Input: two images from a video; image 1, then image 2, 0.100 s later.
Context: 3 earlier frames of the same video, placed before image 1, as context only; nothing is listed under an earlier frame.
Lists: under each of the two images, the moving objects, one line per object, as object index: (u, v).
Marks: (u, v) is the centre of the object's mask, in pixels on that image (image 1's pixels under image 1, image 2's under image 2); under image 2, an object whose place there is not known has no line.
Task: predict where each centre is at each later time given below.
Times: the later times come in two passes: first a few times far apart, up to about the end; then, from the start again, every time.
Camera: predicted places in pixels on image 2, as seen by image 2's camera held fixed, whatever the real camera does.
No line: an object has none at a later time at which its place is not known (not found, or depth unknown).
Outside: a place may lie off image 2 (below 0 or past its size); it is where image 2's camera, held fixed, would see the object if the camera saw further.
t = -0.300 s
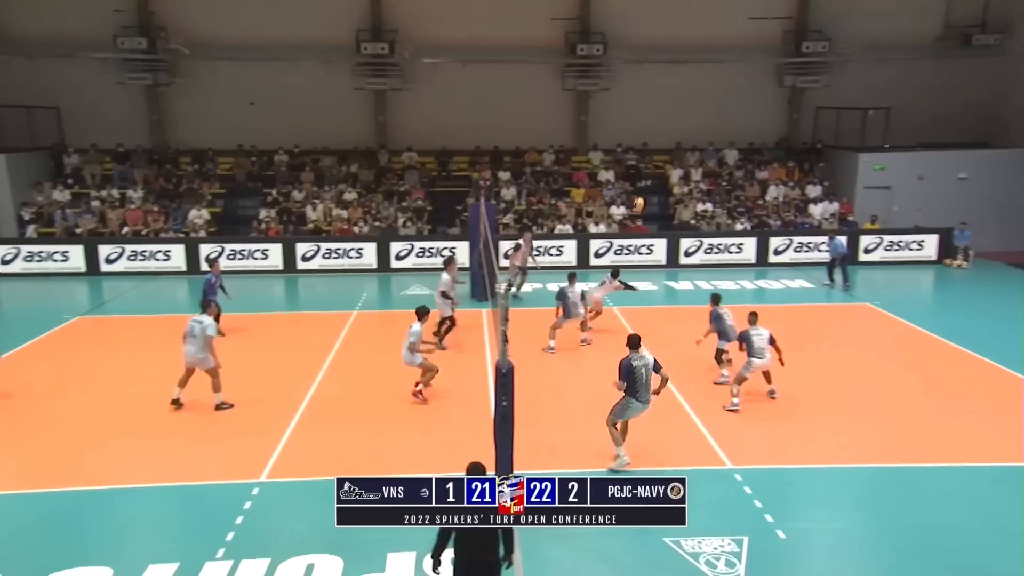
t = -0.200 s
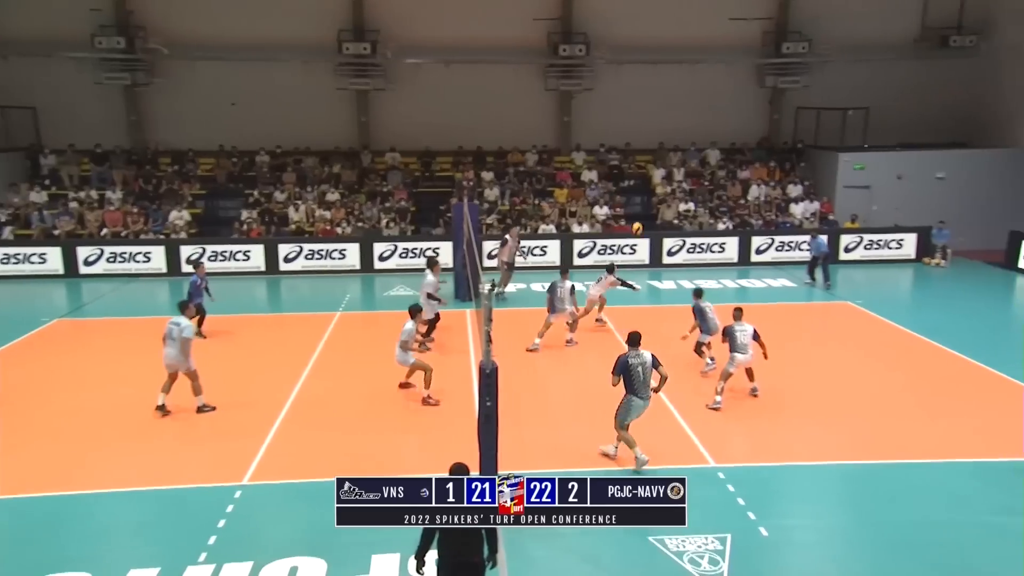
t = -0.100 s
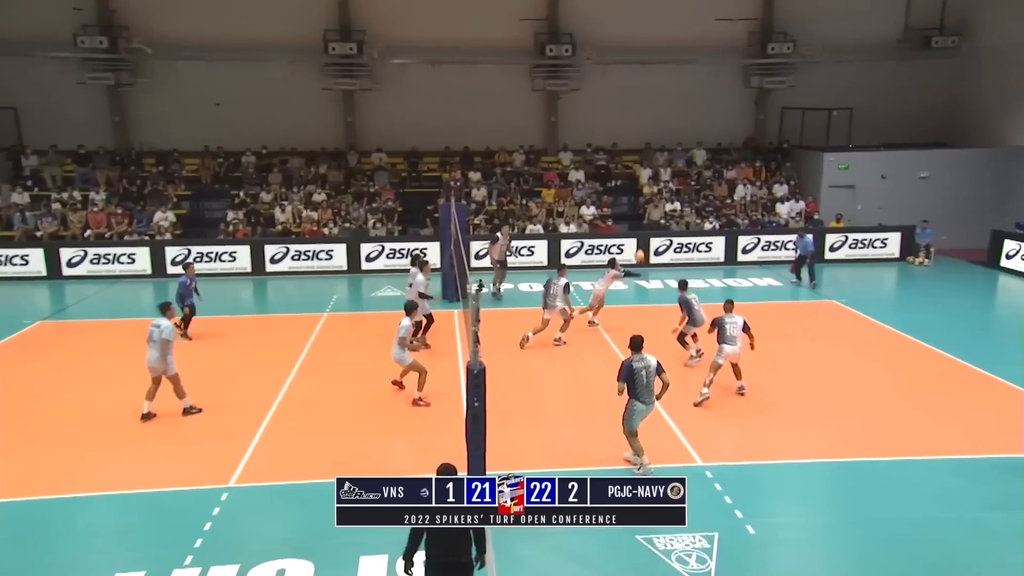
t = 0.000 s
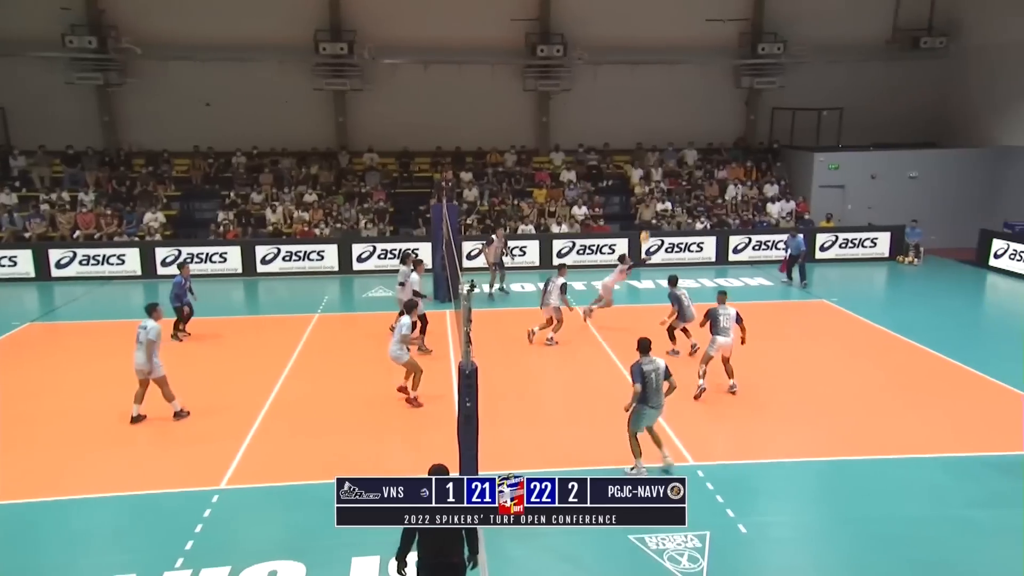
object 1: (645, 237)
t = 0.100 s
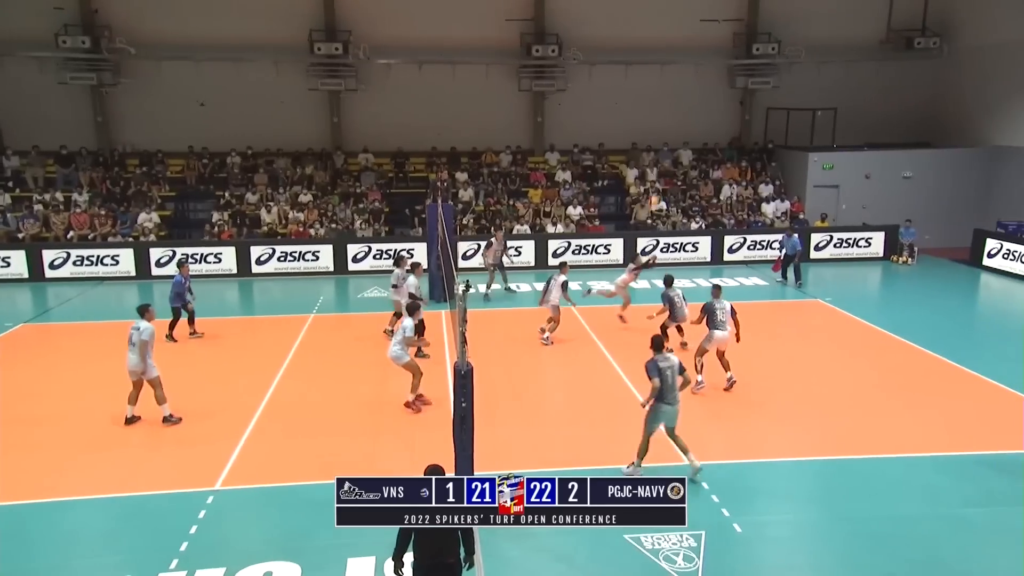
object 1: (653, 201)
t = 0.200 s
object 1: (667, 170)
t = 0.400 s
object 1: (695, 121)
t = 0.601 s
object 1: (719, 93)
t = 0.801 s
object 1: (744, 85)
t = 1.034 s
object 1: (771, 103)
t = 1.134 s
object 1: (782, 120)
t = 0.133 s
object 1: (658, 191)
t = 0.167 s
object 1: (663, 180)
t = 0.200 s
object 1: (667, 170)
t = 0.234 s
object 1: (672, 161)
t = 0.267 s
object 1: (676, 152)
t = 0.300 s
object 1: (681, 144)
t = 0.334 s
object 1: (685, 136)
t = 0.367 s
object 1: (690, 129)
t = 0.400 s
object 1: (695, 121)
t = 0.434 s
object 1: (698, 116)
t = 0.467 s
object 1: (702, 110)
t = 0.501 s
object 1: (707, 105)
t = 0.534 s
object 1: (711, 100)
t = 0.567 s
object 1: (715, 96)
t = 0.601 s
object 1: (719, 93)
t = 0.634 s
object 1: (723, 90)
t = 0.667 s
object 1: (727, 88)
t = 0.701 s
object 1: (732, 86)
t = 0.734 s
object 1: (736, 85)
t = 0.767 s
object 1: (740, 85)
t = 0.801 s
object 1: (744, 85)
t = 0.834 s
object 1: (748, 86)
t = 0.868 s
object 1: (752, 87)
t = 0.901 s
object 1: (756, 89)
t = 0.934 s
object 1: (760, 91)
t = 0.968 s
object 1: (764, 95)
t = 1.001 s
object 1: (768, 99)
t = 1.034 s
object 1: (771, 103)
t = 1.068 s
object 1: (775, 108)
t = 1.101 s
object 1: (779, 114)
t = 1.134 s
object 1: (782, 120)
